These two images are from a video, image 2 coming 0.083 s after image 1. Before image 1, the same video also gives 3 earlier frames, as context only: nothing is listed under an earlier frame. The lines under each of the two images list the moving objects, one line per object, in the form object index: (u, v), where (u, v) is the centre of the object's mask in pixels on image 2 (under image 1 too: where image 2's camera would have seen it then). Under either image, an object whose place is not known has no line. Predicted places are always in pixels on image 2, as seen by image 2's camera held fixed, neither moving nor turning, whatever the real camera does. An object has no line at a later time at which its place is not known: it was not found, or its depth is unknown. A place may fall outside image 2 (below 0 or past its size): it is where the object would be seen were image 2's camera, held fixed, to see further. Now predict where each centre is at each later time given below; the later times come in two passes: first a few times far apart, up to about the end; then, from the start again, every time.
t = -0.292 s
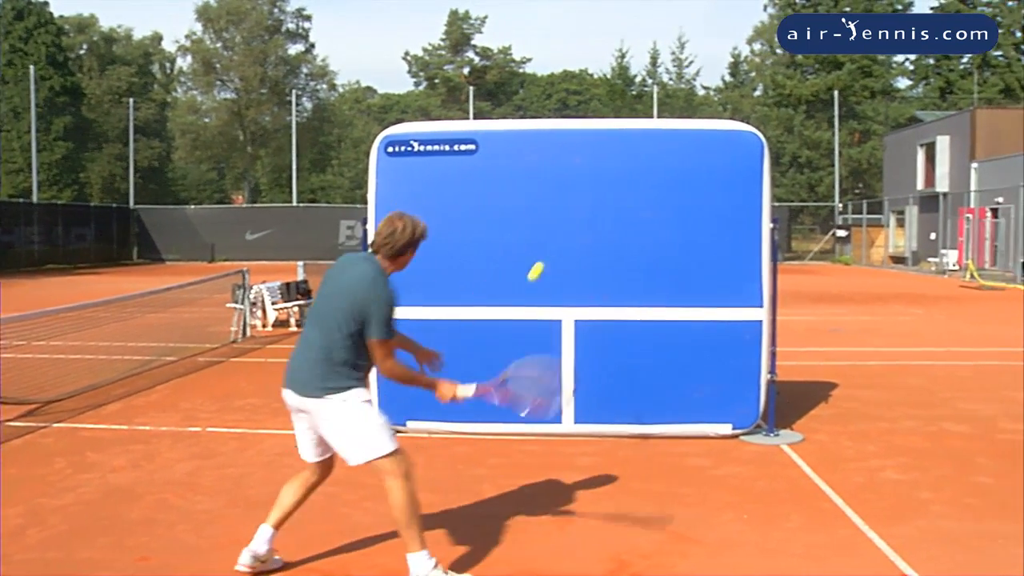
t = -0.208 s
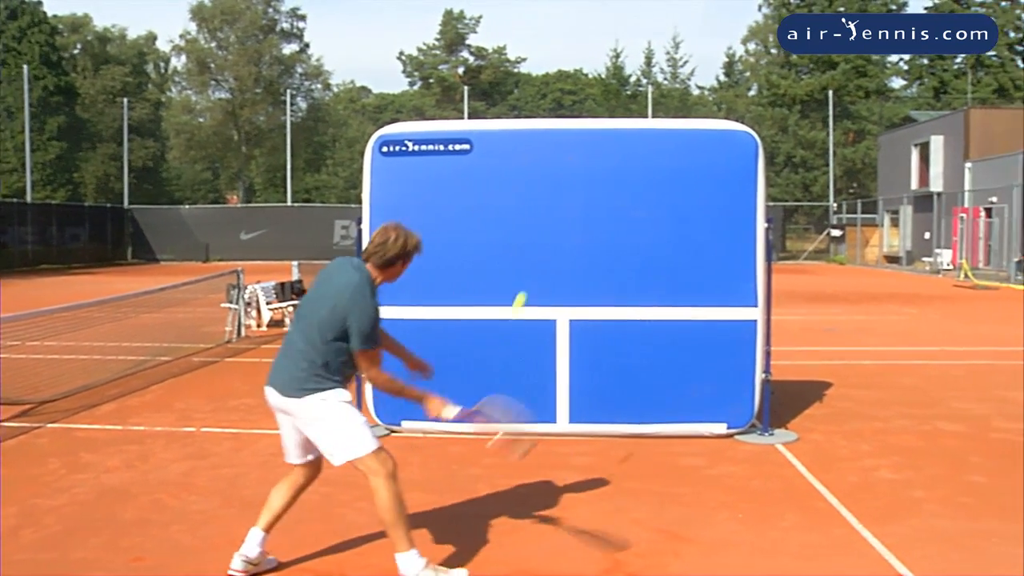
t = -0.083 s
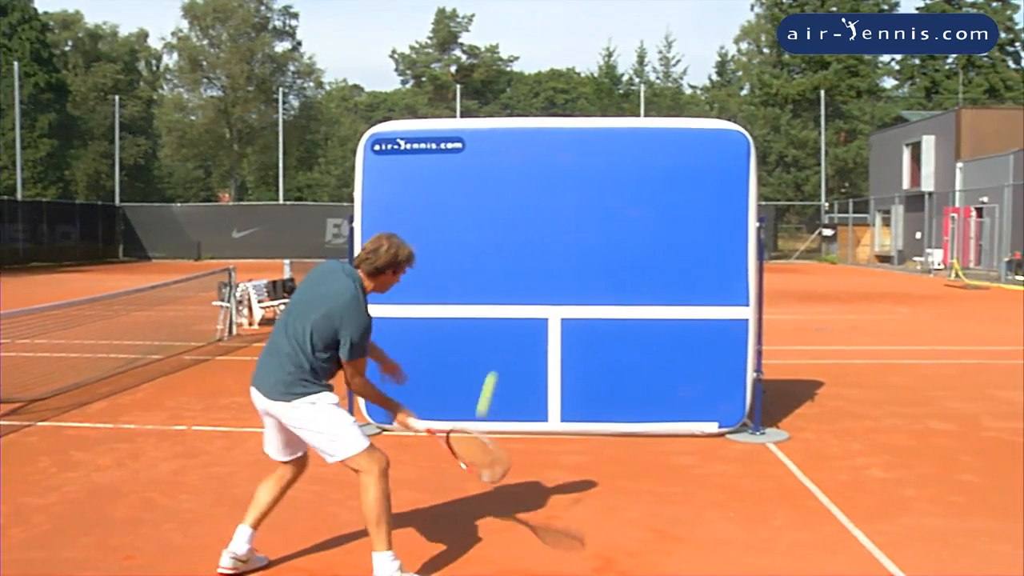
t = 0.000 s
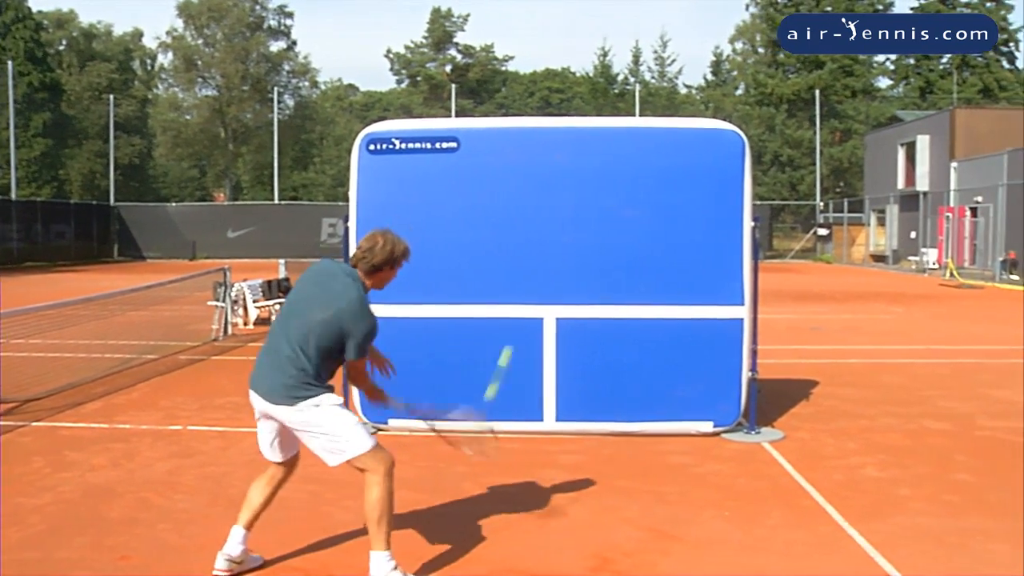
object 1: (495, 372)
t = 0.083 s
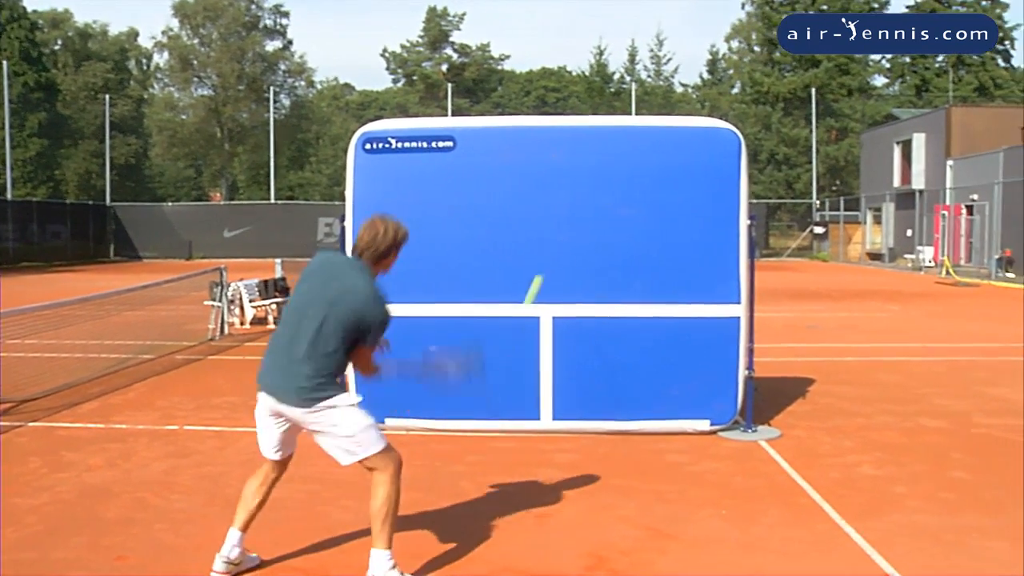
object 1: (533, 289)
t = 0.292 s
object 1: (575, 225)
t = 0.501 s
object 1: (598, 257)
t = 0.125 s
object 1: (547, 265)
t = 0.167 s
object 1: (559, 244)
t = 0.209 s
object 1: (568, 231)
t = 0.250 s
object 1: (571, 226)
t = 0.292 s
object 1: (575, 225)
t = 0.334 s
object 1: (579, 225)
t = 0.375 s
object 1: (583, 228)
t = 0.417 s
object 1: (588, 234)
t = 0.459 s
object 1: (593, 244)
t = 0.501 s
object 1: (598, 257)
